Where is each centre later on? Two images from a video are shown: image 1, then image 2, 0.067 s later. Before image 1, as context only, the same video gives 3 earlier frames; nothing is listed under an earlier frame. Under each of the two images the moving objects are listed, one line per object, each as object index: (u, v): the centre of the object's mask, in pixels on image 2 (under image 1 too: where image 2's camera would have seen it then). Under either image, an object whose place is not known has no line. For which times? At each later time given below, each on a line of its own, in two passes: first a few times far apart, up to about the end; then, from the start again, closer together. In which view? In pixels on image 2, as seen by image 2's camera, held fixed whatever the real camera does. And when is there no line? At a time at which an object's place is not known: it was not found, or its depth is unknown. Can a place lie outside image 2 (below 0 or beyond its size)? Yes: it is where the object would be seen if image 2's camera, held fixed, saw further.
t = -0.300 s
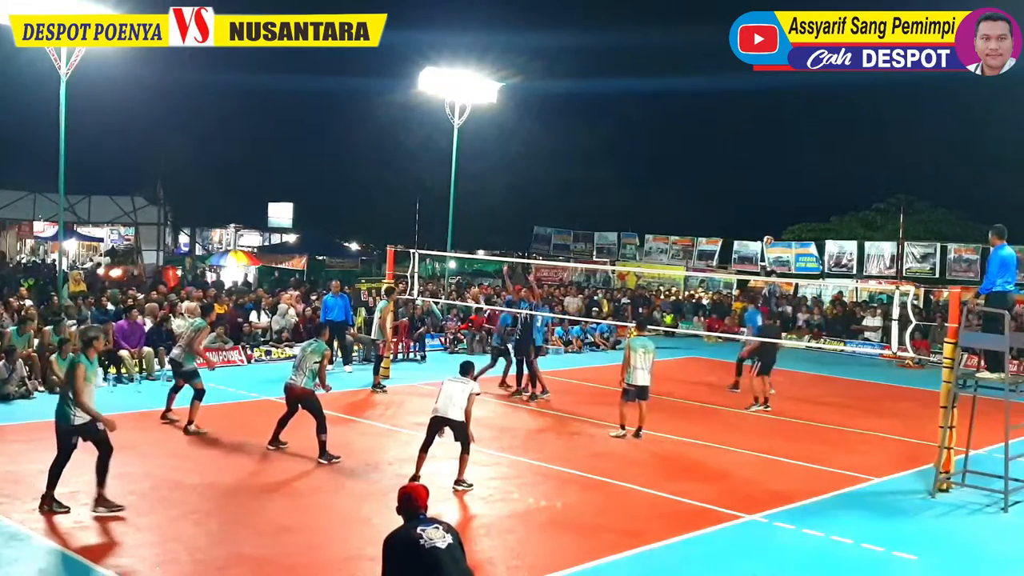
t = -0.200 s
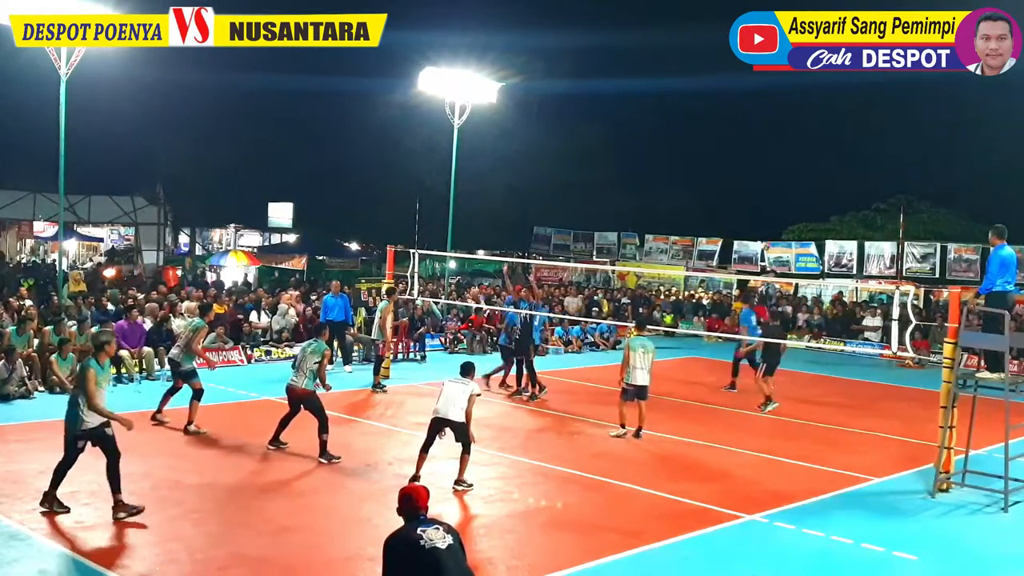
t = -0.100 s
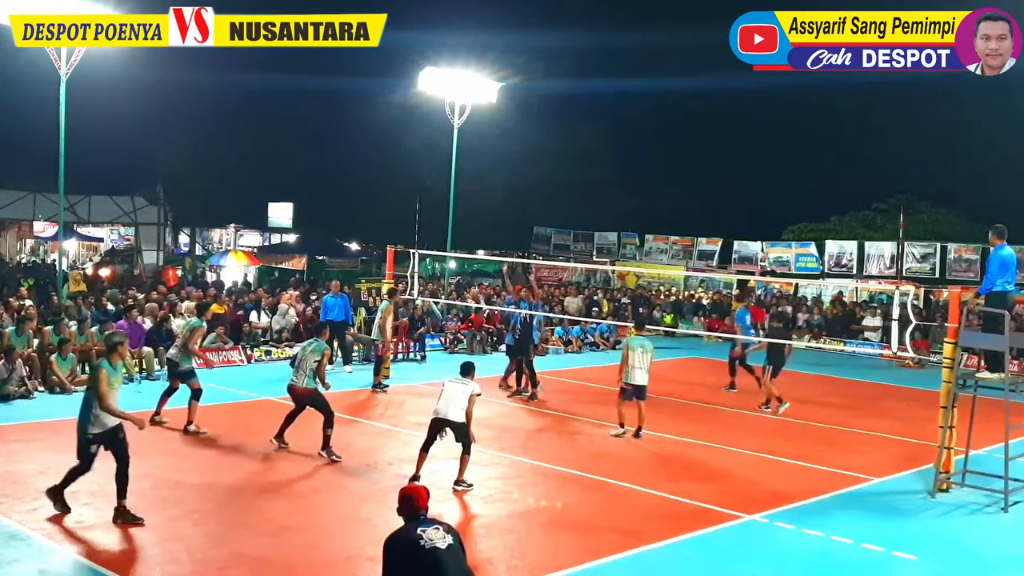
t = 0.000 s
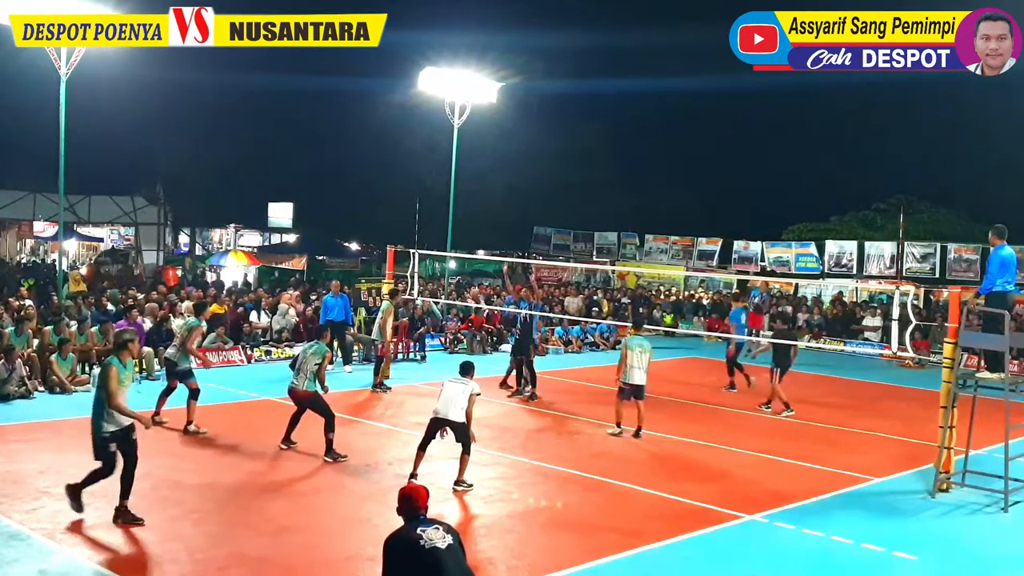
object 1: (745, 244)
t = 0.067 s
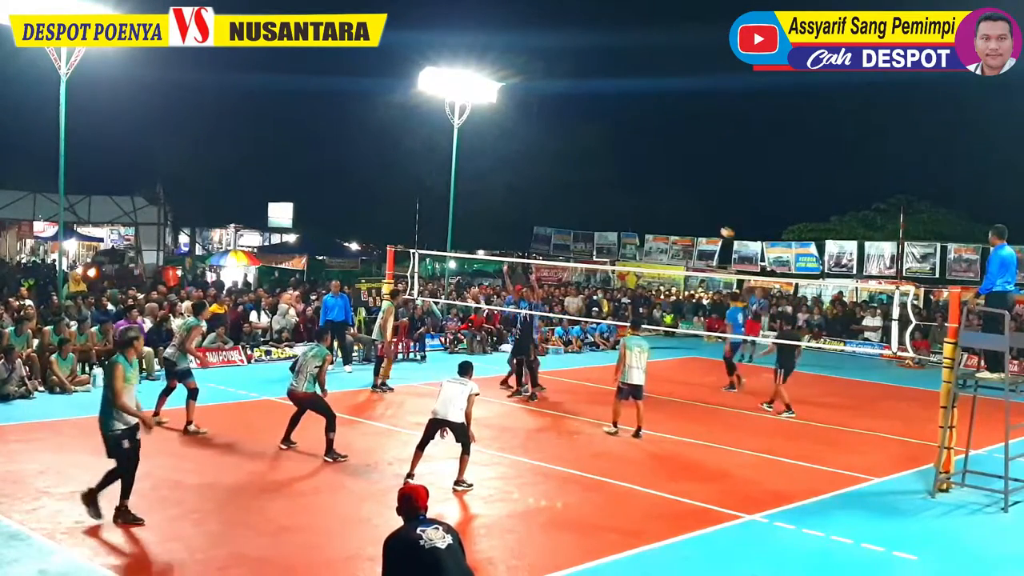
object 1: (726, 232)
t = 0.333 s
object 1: (649, 198)
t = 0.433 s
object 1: (614, 194)
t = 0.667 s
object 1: (518, 208)
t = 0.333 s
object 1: (649, 198)
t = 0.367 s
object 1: (638, 196)
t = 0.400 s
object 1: (626, 194)
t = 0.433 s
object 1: (614, 194)
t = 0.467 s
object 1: (602, 194)
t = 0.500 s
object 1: (589, 194)
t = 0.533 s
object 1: (576, 196)
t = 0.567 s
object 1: (562, 198)
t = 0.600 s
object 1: (548, 201)
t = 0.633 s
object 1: (533, 204)
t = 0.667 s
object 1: (518, 208)
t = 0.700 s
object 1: (502, 213)
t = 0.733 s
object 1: (486, 219)
